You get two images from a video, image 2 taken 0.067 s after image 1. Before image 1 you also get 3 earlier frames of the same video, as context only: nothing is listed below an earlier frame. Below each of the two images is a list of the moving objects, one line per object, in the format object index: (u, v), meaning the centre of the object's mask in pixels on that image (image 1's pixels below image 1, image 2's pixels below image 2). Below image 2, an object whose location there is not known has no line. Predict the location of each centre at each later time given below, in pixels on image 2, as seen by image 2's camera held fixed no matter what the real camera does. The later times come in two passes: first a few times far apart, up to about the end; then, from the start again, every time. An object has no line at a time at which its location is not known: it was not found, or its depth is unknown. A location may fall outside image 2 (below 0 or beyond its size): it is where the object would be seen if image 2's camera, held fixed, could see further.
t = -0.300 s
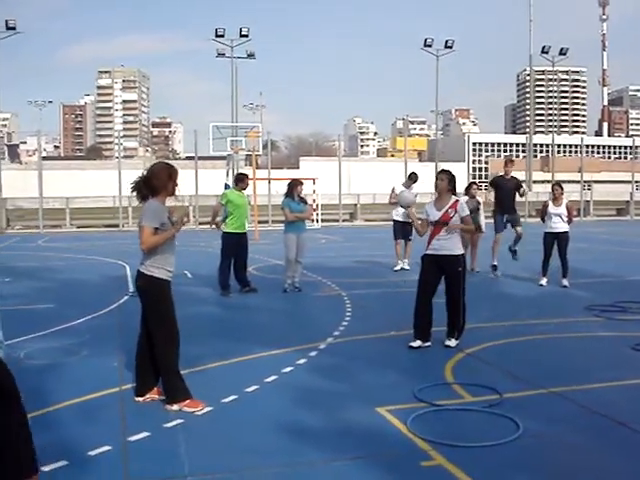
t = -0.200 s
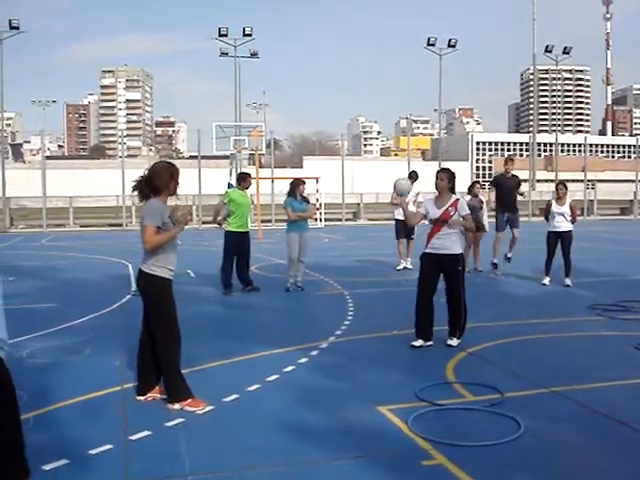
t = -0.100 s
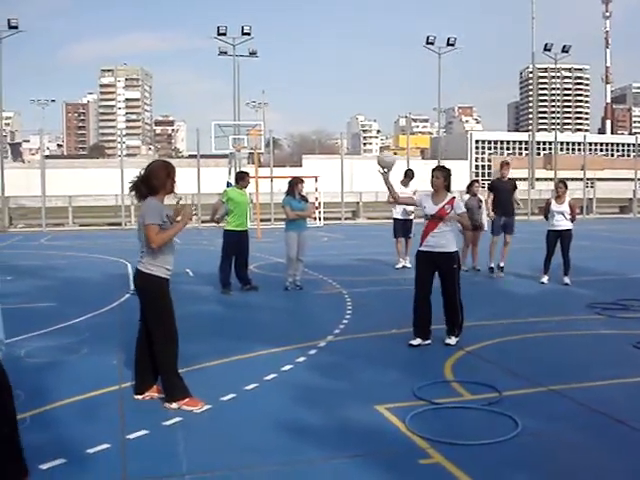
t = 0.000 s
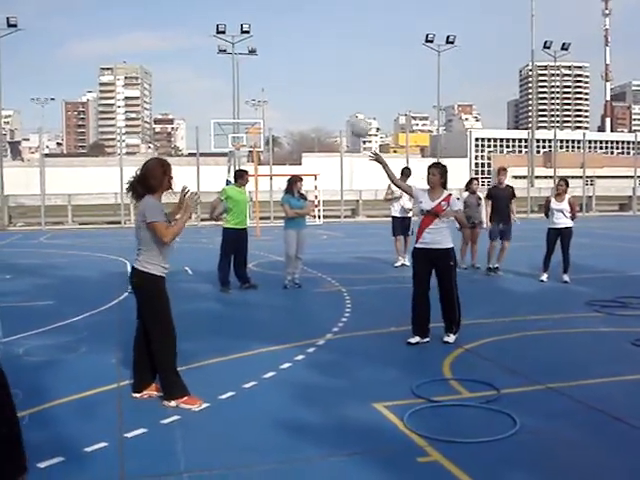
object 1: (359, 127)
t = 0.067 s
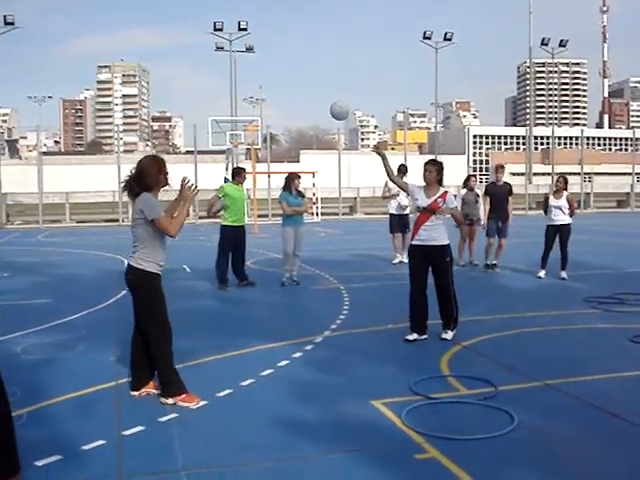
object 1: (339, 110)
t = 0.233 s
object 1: (291, 95)
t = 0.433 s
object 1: (227, 122)
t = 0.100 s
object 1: (329, 105)
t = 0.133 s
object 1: (320, 101)
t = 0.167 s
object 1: (310, 98)
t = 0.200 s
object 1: (300, 96)
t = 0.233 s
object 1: (291, 95)
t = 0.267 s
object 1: (281, 95)
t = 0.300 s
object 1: (270, 98)
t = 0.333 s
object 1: (260, 102)
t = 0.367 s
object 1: (249, 106)
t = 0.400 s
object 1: (239, 113)
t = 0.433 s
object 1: (227, 122)
